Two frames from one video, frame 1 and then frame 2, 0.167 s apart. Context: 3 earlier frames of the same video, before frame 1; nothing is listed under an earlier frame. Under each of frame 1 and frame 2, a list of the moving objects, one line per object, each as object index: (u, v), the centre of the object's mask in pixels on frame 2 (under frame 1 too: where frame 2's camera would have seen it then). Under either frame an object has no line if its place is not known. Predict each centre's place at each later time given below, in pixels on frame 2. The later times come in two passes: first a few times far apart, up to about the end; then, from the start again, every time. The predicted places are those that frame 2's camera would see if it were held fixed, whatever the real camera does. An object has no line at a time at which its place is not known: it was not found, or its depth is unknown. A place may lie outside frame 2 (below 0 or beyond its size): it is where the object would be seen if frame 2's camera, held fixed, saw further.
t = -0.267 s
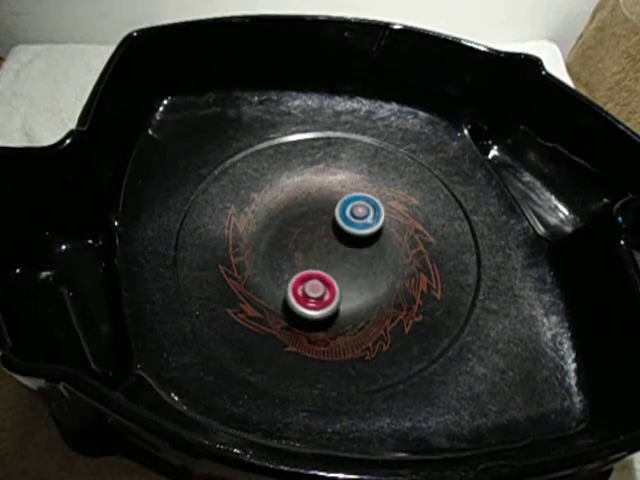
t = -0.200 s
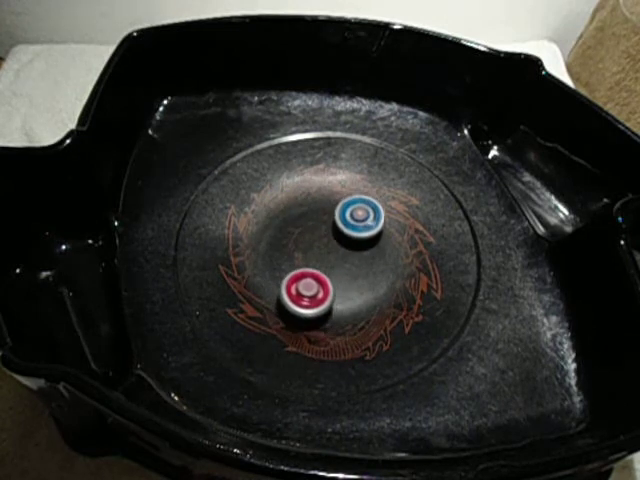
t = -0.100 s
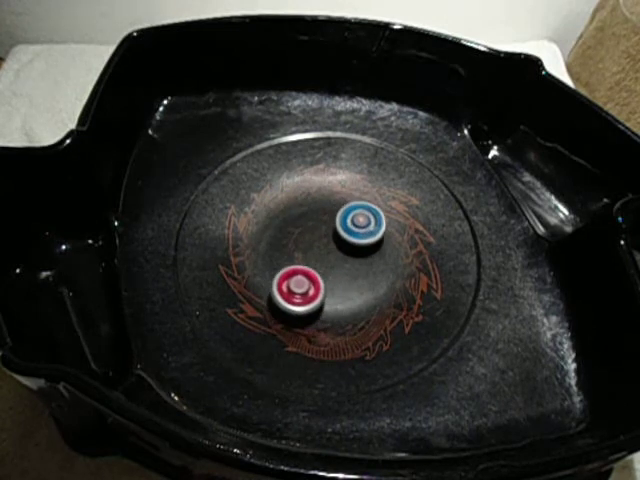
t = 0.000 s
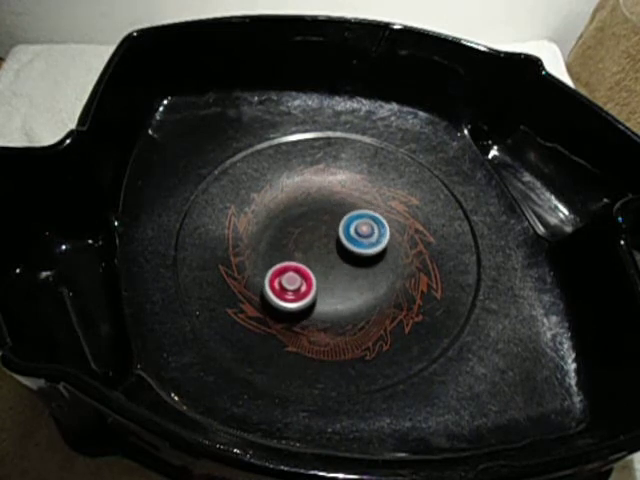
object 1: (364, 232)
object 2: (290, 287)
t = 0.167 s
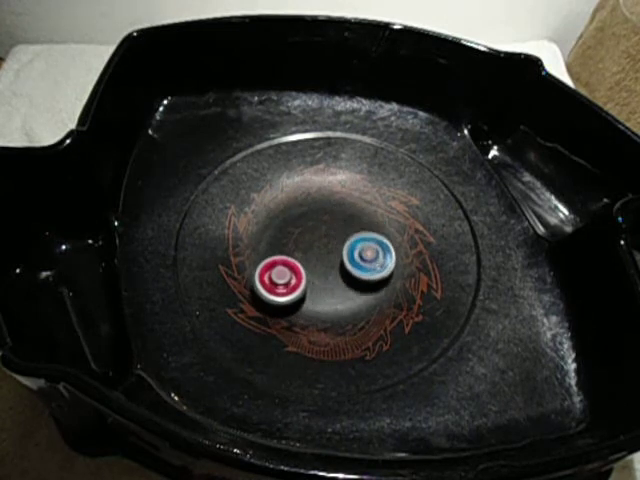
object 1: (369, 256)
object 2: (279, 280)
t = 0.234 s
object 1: (373, 268)
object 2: (276, 278)
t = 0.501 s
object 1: (400, 270)
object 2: (270, 271)
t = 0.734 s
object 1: (358, 282)
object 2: (270, 267)
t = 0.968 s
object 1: (351, 316)
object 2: (270, 268)
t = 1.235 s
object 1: (331, 291)
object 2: (272, 274)
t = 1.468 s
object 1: (402, 297)
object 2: (220, 246)
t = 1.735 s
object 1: (378, 251)
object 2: (275, 279)
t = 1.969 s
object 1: (347, 264)
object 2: (251, 281)
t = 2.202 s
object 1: (372, 281)
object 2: (259, 291)
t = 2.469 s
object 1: (394, 265)
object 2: (289, 289)
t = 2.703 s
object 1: (365, 276)
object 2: (288, 284)
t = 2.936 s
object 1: (354, 309)
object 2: (288, 282)
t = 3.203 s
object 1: (350, 295)
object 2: (284, 287)
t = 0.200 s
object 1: (370, 262)
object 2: (278, 279)
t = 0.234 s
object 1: (373, 268)
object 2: (276, 278)
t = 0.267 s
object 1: (375, 275)
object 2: (275, 277)
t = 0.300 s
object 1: (378, 281)
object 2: (274, 276)
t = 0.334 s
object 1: (382, 286)
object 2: (273, 275)
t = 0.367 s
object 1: (387, 288)
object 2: (273, 274)
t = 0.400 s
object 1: (393, 287)
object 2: (272, 273)
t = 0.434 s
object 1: (398, 282)
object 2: (271, 272)
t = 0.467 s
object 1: (401, 276)
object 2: (270, 272)
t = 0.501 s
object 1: (400, 270)
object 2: (270, 271)
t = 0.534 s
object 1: (396, 265)
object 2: (270, 270)
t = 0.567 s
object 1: (391, 262)
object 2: (270, 269)
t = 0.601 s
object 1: (384, 263)
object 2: (270, 269)
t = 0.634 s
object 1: (378, 266)
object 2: (269, 268)
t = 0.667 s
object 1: (371, 271)
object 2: (269, 268)
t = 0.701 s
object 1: (365, 276)
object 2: (270, 267)
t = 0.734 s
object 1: (358, 282)
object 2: (270, 267)
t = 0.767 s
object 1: (352, 288)
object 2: (270, 267)
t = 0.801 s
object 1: (345, 295)
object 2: (270, 267)
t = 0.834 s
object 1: (340, 301)
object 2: (270, 267)
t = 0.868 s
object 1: (337, 308)
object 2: (270, 267)
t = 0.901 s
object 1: (338, 313)
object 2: (270, 267)
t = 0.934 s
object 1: (343, 316)
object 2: (270, 268)
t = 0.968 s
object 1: (351, 316)
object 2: (270, 268)
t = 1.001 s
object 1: (359, 314)
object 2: (271, 268)
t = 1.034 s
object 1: (365, 308)
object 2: (271, 269)
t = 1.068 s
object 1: (367, 302)
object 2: (271, 270)
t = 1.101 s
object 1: (364, 296)
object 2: (272, 271)
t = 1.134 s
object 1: (358, 293)
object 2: (272, 272)
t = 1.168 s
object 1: (350, 291)
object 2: (272, 272)
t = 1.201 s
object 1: (340, 291)
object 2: (273, 273)
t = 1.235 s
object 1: (331, 291)
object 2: (272, 274)
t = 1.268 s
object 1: (340, 299)
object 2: (256, 267)
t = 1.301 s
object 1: (351, 306)
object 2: (239, 260)
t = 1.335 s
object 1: (362, 308)
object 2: (226, 253)
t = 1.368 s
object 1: (373, 308)
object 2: (219, 247)
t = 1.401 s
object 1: (383, 306)
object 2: (216, 245)
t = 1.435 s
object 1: (393, 302)
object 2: (217, 244)
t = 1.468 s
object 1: (402, 297)
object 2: (220, 246)
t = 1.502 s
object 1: (408, 289)
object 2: (225, 249)
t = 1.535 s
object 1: (411, 281)
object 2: (231, 254)
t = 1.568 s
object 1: (411, 272)
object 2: (238, 259)
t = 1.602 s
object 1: (408, 264)
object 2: (246, 264)
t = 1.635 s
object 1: (402, 257)
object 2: (255, 270)
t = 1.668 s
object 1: (395, 253)
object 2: (262, 274)
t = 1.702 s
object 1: (386, 251)
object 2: (270, 277)
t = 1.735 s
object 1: (378, 251)
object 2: (275, 279)
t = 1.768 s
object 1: (370, 253)
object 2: (278, 280)
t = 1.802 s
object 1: (361, 254)
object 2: (280, 280)
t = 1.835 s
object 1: (353, 256)
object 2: (280, 280)
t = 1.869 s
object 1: (344, 259)
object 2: (280, 280)
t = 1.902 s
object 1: (336, 262)
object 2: (279, 279)
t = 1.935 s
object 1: (340, 263)
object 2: (268, 279)
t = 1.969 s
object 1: (347, 264)
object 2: (251, 281)
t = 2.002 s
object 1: (352, 266)
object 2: (242, 282)
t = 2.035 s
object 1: (355, 268)
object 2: (237, 282)
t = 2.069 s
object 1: (359, 271)
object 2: (237, 283)
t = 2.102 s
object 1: (362, 273)
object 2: (240, 285)
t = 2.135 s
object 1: (365, 276)
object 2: (246, 287)
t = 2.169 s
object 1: (369, 279)
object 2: (252, 289)
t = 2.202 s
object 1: (372, 281)
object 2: (259, 291)
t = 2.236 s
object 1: (376, 283)
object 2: (267, 292)
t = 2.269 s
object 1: (379, 285)
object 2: (273, 293)
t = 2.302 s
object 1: (383, 285)
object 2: (279, 293)
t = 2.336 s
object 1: (388, 284)
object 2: (283, 292)
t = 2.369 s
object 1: (392, 280)
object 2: (286, 291)
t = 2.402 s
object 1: (395, 275)
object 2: (288, 291)
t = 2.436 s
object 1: (396, 269)
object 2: (288, 290)
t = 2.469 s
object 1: (394, 265)
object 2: (289, 289)
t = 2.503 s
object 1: (391, 262)
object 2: (289, 289)
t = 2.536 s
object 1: (387, 262)
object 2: (289, 288)
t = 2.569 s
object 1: (383, 264)
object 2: (289, 287)
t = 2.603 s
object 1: (379, 265)
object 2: (289, 286)
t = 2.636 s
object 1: (374, 268)
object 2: (288, 285)
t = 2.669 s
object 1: (369, 272)
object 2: (288, 285)
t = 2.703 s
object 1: (365, 276)
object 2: (288, 284)
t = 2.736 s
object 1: (361, 282)
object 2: (288, 283)
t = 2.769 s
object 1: (358, 286)
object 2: (287, 283)
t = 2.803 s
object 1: (354, 292)
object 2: (287, 283)
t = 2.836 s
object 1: (350, 298)
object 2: (287, 282)
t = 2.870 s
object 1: (349, 303)
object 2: (288, 282)
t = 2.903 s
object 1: (350, 307)
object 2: (288, 282)
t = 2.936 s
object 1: (354, 309)
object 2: (288, 282)
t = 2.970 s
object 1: (360, 309)
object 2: (288, 283)
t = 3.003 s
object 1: (365, 306)
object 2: (288, 283)
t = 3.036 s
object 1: (368, 302)
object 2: (289, 284)
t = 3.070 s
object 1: (368, 297)
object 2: (289, 284)
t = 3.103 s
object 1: (365, 294)
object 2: (289, 285)
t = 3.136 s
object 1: (359, 293)
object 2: (289, 286)
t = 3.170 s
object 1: (352, 293)
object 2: (290, 287)
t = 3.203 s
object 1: (350, 295)
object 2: (284, 287)
